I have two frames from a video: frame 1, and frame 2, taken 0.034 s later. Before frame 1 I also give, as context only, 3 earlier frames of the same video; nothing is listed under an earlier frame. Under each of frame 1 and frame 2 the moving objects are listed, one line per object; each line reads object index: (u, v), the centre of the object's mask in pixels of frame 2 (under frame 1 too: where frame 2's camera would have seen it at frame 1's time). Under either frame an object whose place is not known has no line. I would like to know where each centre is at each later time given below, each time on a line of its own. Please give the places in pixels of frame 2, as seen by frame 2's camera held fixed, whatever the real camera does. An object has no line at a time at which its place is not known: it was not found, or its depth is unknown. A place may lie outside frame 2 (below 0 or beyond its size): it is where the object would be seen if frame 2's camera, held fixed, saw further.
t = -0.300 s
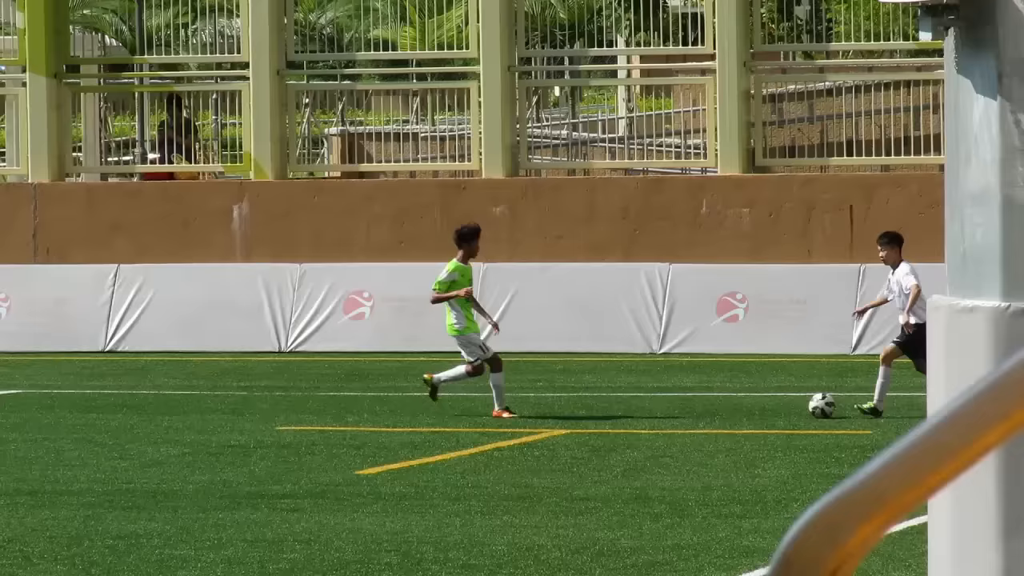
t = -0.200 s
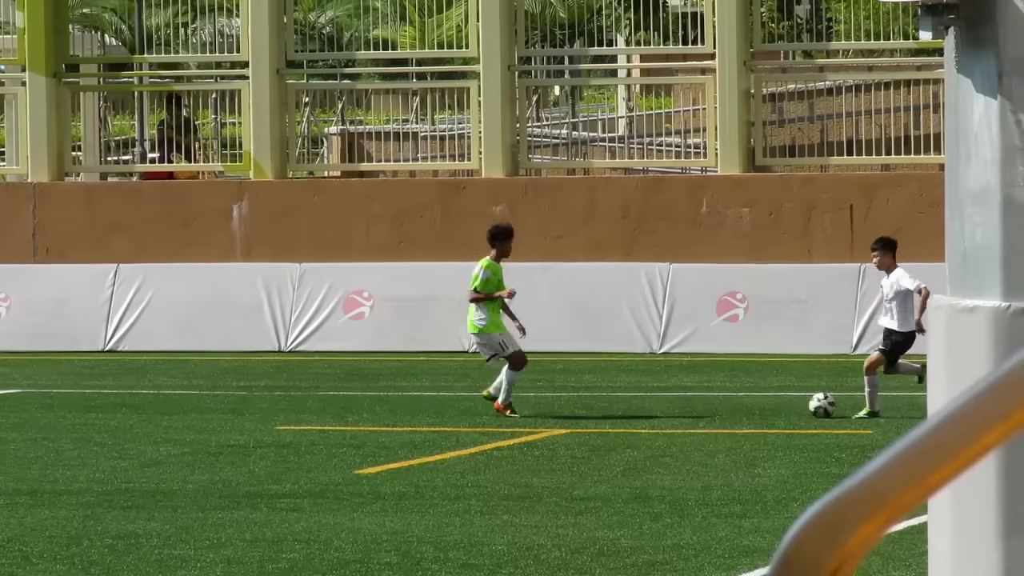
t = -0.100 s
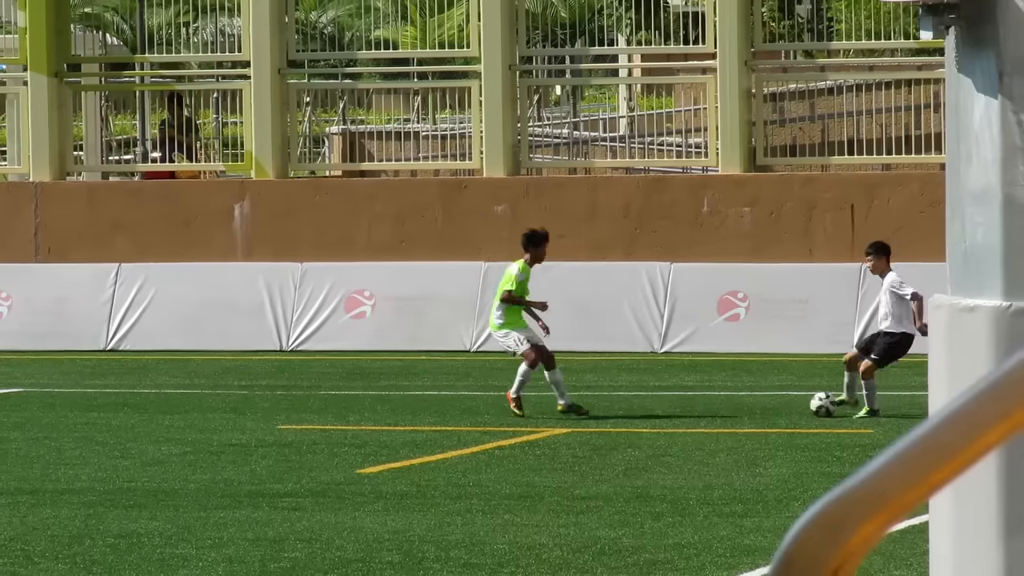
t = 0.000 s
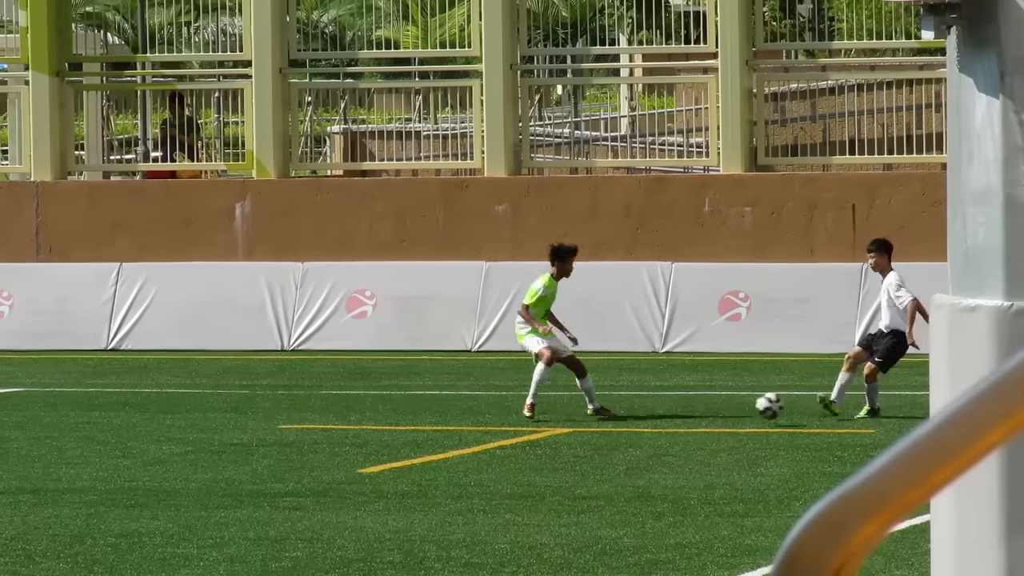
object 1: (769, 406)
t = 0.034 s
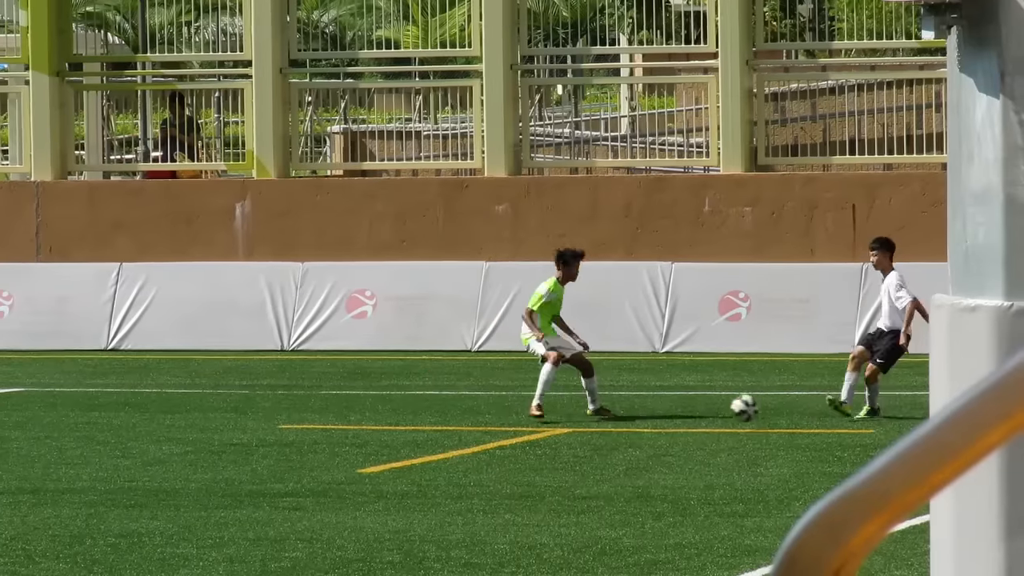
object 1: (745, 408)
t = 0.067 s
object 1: (720, 411)
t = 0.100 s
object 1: (694, 416)
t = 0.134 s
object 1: (668, 422)
